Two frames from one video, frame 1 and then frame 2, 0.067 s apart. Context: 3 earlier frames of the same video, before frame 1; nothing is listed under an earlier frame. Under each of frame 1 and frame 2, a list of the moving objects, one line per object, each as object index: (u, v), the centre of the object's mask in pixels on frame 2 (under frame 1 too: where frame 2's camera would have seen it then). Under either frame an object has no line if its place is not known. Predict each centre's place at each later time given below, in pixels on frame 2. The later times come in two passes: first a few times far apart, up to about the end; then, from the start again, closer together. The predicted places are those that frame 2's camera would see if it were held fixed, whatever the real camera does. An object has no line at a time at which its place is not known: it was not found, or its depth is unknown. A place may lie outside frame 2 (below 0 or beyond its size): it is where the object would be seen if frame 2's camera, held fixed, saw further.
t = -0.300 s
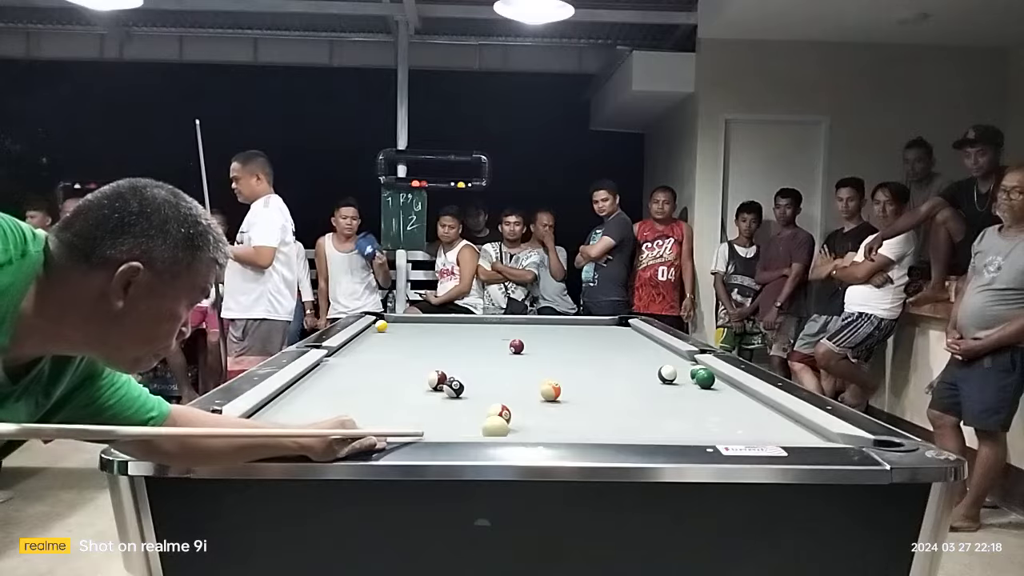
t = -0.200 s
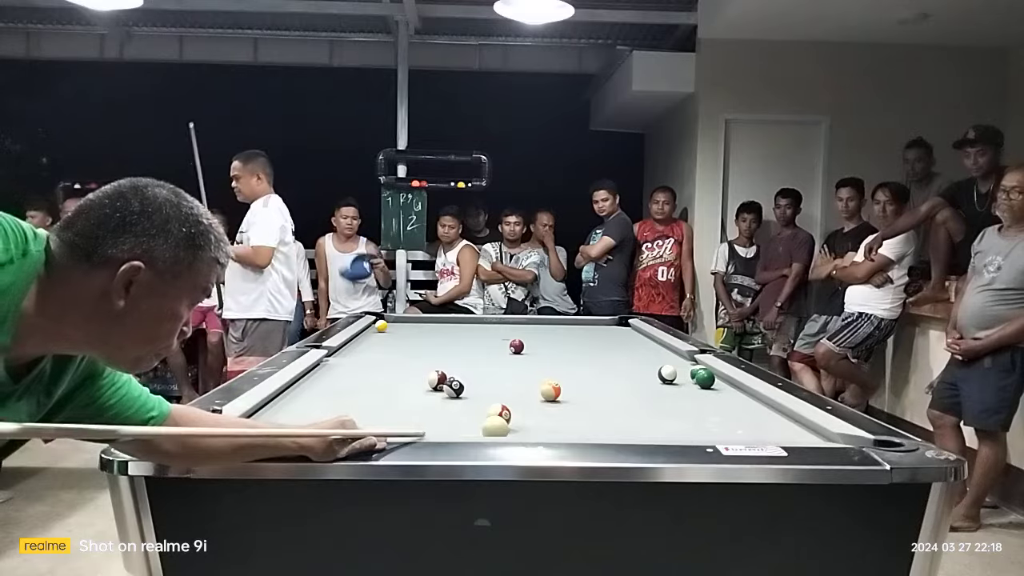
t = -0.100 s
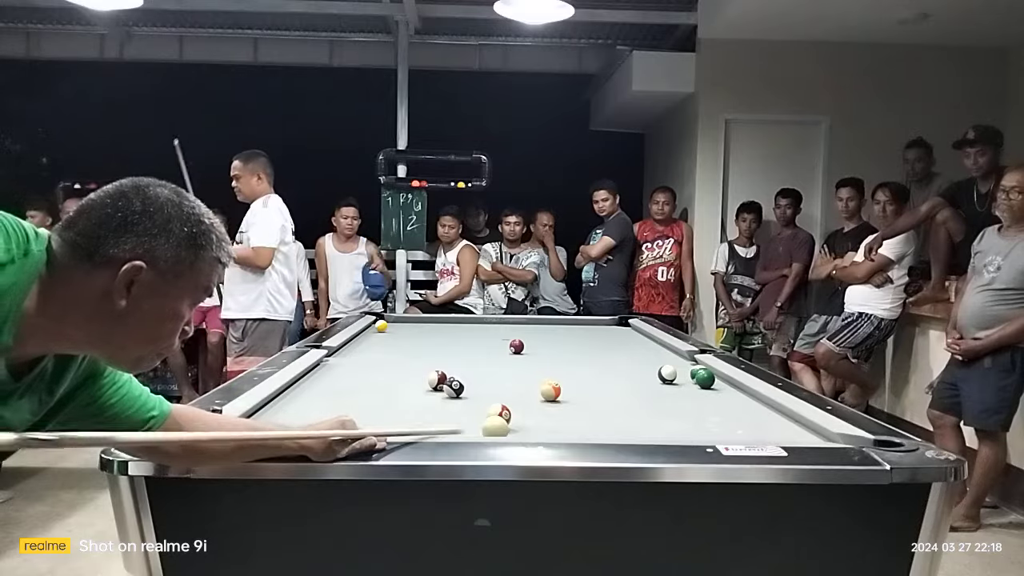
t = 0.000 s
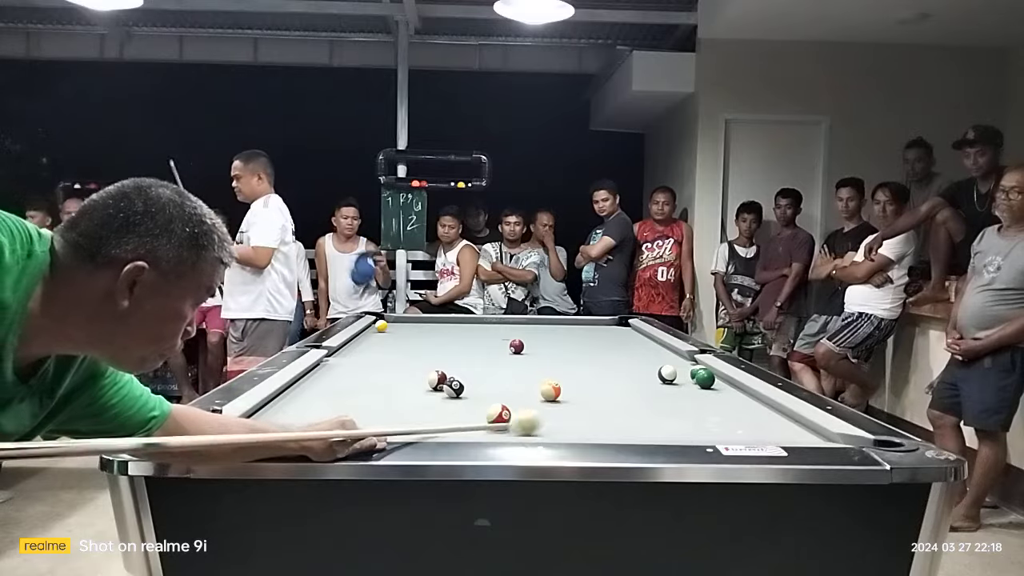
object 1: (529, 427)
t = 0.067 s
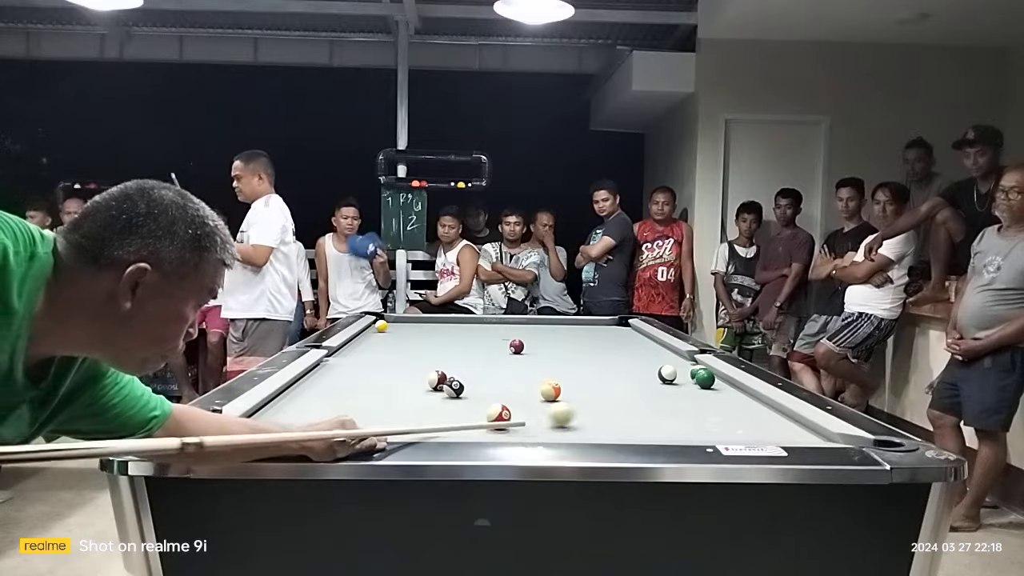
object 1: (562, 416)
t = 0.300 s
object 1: (650, 395)
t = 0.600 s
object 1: (725, 383)
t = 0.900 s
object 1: (674, 381)
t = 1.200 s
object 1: (626, 380)
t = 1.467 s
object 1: (586, 379)
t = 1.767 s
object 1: (544, 376)
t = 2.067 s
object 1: (508, 378)
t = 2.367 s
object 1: (473, 378)
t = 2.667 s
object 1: (446, 371)
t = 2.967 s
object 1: (413, 376)
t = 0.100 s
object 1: (576, 413)
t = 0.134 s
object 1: (589, 409)
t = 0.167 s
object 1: (602, 406)
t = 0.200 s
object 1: (615, 403)
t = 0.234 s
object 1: (627, 400)
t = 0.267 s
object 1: (638, 397)
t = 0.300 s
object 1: (650, 395)
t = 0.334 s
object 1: (660, 393)
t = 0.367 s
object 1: (671, 390)
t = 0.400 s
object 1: (681, 388)
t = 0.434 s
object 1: (690, 386)
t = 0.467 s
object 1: (700, 384)
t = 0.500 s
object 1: (708, 383)
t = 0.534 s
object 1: (716, 383)
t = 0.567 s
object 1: (725, 383)
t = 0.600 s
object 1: (725, 383)
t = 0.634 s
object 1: (719, 383)
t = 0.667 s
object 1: (713, 382)
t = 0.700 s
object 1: (707, 383)
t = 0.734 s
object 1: (702, 382)
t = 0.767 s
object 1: (696, 383)
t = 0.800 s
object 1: (690, 382)
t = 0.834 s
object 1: (685, 382)
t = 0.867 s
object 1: (679, 381)
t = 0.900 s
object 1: (674, 381)
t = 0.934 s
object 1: (668, 382)
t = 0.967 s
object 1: (662, 381)
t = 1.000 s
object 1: (657, 381)
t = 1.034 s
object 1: (651, 381)
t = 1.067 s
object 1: (646, 381)
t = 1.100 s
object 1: (641, 381)
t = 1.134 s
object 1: (636, 381)
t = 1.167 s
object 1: (631, 381)
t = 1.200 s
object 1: (626, 380)
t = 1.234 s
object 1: (620, 380)
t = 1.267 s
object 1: (615, 380)
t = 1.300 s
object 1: (610, 380)
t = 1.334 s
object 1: (605, 380)
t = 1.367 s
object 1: (601, 380)
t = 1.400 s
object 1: (596, 380)
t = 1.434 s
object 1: (591, 380)
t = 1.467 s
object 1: (586, 379)
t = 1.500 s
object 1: (582, 380)
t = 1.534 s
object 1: (577, 379)
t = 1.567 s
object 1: (572, 379)
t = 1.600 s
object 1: (567, 379)
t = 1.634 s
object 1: (564, 378)
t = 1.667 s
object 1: (560, 377)
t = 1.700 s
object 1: (556, 375)
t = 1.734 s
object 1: (550, 375)
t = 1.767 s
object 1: (544, 376)
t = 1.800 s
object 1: (540, 377)
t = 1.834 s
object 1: (536, 378)
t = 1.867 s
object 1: (532, 379)
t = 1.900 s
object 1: (528, 379)
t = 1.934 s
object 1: (524, 378)
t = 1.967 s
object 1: (520, 378)
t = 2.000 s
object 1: (516, 378)
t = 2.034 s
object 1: (512, 378)
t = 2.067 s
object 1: (508, 378)
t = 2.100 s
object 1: (504, 378)
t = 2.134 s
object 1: (500, 378)
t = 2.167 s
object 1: (496, 378)
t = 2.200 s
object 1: (492, 378)
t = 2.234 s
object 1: (488, 378)
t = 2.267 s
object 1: (484, 378)
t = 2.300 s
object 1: (481, 378)
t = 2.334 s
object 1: (477, 377)
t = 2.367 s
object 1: (473, 378)
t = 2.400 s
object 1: (470, 377)
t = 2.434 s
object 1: (468, 376)
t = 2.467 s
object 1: (465, 376)
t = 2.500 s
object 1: (462, 375)
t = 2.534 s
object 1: (457, 372)
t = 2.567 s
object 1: (455, 372)
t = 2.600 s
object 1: (450, 371)
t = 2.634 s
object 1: (448, 371)
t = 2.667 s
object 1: (446, 371)
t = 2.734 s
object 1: (430, 374)
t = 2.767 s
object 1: (427, 375)
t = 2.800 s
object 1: (425, 375)
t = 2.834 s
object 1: (423, 375)
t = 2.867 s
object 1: (422, 376)
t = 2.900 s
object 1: (419, 377)
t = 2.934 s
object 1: (416, 376)
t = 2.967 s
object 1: (413, 376)
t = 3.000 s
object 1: (411, 376)
